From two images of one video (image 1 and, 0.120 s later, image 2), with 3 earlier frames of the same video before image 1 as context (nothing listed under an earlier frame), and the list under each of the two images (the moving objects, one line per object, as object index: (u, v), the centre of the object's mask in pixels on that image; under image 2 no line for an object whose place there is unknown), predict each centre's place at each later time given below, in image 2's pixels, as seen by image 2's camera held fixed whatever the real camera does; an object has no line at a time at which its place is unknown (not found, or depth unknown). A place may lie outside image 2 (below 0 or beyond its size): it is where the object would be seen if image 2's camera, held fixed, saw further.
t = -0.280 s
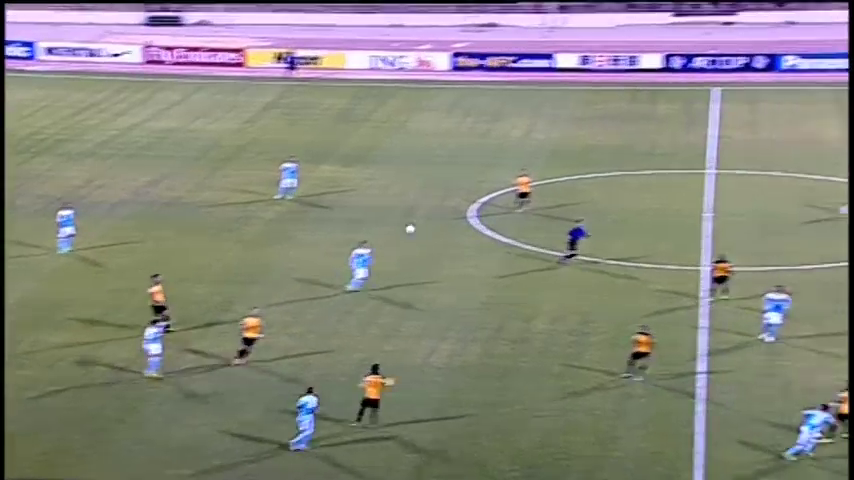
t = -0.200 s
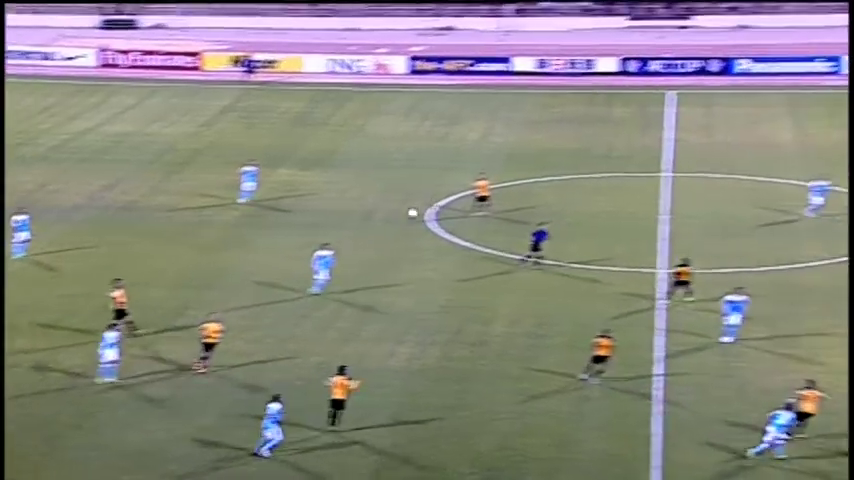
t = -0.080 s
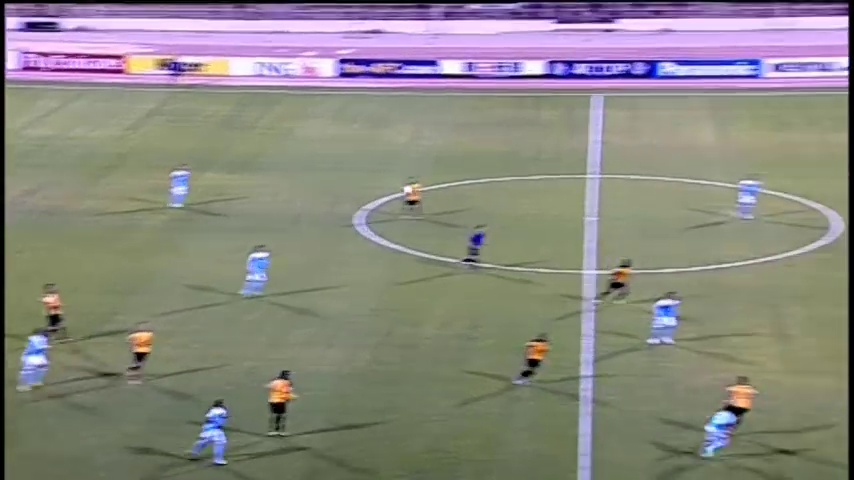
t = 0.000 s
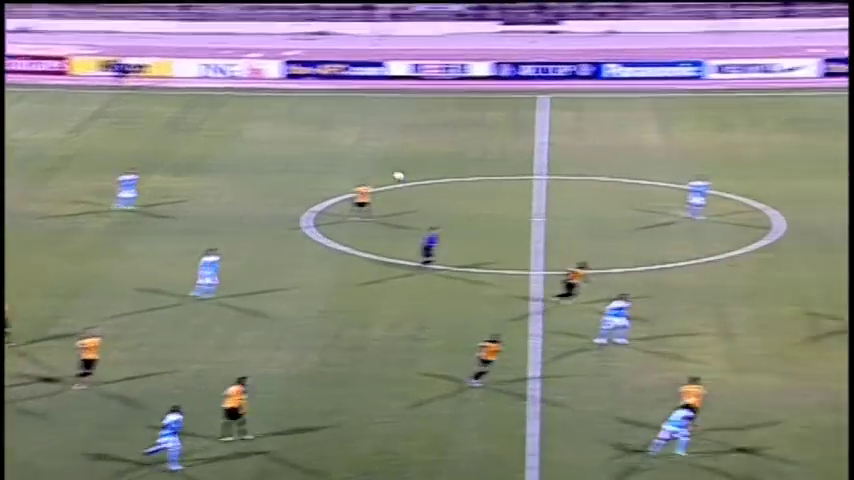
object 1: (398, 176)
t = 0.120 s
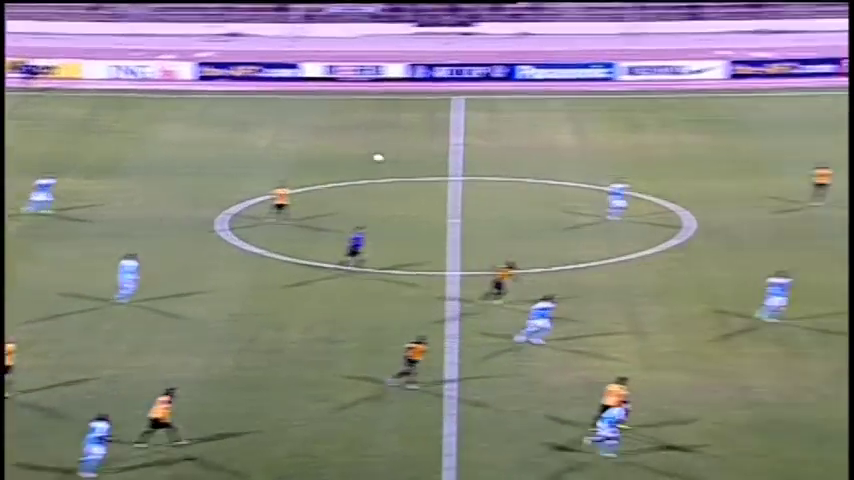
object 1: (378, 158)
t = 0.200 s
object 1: (422, 147)
